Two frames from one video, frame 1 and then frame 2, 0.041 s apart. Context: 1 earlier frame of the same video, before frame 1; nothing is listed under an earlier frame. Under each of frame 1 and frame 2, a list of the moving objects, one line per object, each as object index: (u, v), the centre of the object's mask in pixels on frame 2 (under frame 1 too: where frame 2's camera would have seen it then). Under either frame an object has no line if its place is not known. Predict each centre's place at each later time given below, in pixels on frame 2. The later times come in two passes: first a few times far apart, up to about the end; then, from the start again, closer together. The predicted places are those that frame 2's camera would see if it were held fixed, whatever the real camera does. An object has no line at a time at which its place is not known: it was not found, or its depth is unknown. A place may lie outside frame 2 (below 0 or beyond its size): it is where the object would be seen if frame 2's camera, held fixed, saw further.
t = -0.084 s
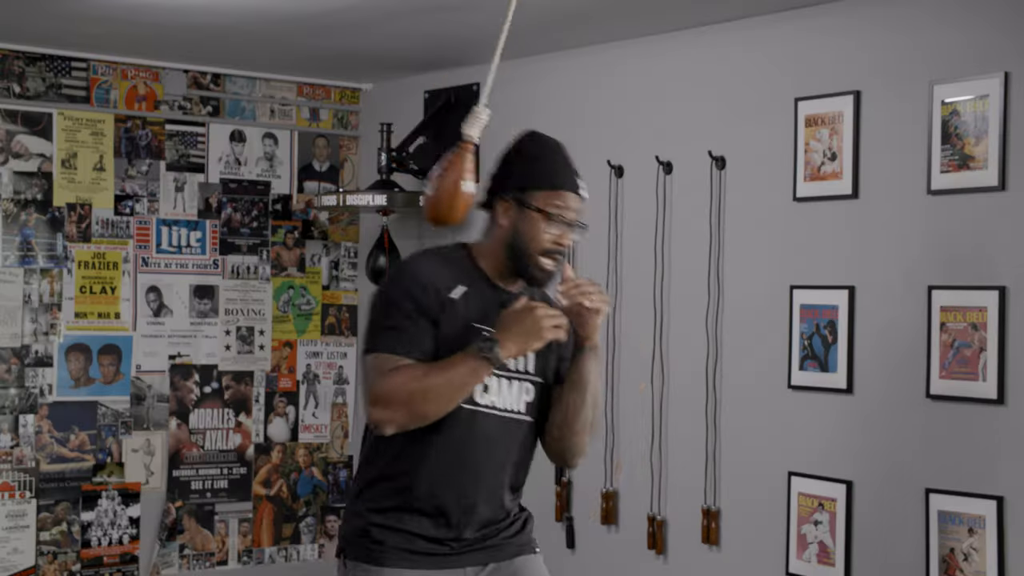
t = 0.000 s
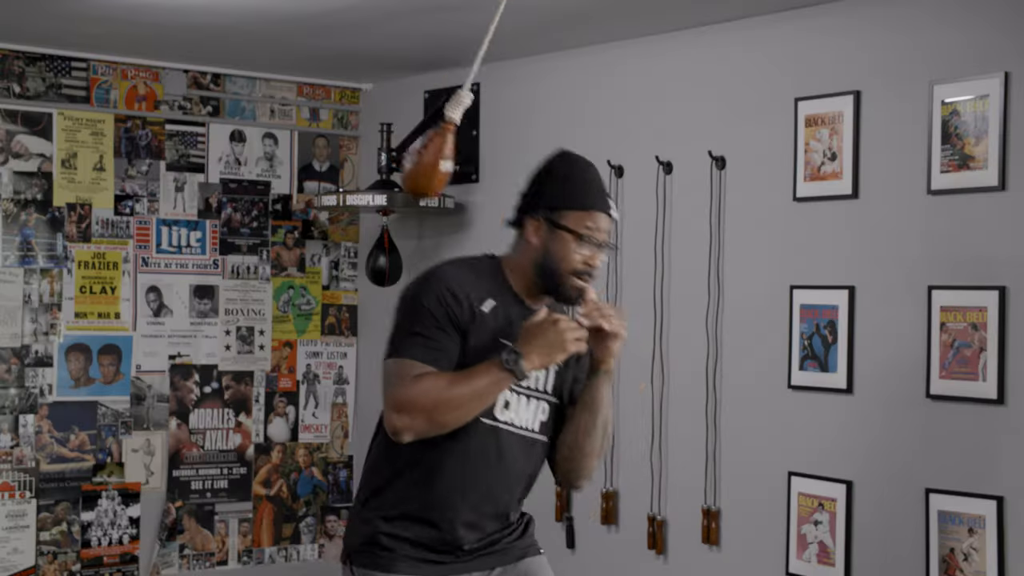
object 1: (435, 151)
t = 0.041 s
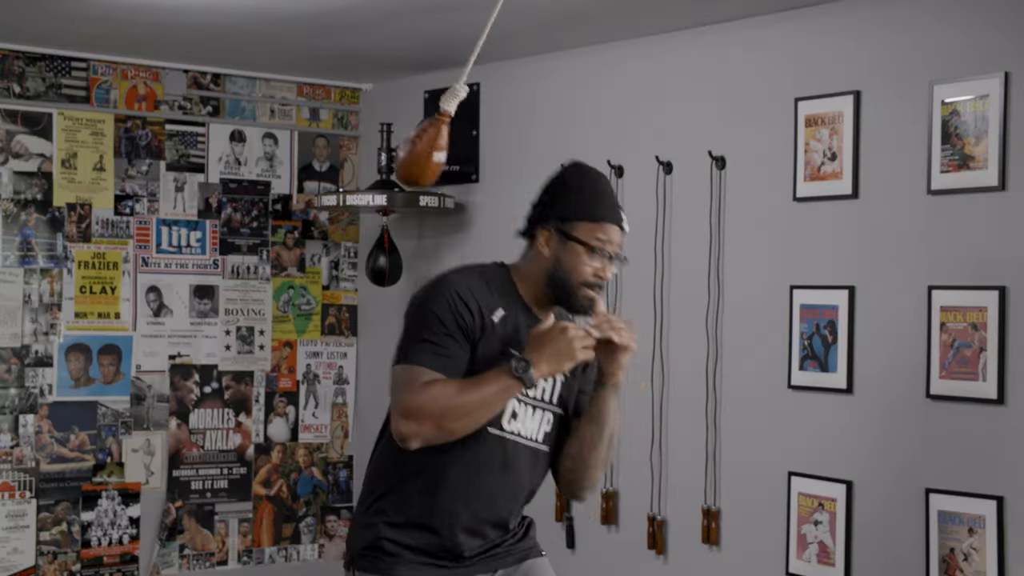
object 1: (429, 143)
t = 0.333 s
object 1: (444, 153)
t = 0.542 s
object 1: (520, 203)
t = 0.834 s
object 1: (641, 136)
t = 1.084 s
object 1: (643, 123)
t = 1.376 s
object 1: (531, 204)
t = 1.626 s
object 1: (447, 162)
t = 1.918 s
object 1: (447, 153)
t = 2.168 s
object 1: (523, 204)
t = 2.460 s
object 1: (626, 146)
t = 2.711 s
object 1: (627, 135)
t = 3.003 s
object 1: (528, 204)
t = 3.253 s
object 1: (458, 167)
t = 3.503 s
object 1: (455, 154)
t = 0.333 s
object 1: (444, 153)
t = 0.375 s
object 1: (453, 165)
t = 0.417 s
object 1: (467, 177)
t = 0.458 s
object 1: (482, 190)
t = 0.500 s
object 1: (501, 198)
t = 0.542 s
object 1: (520, 203)
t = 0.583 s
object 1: (540, 204)
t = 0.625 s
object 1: (562, 200)
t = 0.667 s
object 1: (582, 191)
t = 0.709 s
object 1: (601, 179)
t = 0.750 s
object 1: (616, 165)
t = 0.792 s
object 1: (632, 150)
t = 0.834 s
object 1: (641, 136)
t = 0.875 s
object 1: (649, 123)
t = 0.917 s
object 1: (653, 116)
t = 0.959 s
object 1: (655, 110)
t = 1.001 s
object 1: (655, 111)
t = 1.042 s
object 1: (651, 115)
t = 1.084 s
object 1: (643, 123)
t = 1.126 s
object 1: (633, 135)
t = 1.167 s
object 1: (622, 149)
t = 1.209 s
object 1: (606, 164)
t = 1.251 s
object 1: (589, 177)
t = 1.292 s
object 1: (571, 190)
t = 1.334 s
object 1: (549, 198)
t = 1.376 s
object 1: (531, 204)
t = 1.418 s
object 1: (511, 204)
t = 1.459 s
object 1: (493, 201)
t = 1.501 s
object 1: (479, 192)
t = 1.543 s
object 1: (466, 182)
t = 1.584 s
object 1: (456, 173)
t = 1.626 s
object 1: (447, 162)
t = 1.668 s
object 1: (441, 153)
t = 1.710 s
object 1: (438, 147)
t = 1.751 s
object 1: (436, 143)
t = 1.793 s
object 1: (436, 141)
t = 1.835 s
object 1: (438, 142)
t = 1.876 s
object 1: (442, 146)
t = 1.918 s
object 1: (447, 153)
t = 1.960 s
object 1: (456, 161)
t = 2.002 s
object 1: (465, 170)
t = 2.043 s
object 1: (477, 182)
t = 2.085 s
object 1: (490, 192)
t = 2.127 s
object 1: (506, 199)
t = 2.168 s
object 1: (523, 204)
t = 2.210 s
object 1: (541, 205)
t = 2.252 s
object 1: (559, 201)
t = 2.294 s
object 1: (576, 194)
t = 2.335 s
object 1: (591, 183)
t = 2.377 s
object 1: (605, 173)
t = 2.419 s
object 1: (616, 158)
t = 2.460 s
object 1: (626, 146)
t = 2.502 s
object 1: (632, 135)
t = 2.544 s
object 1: (637, 128)
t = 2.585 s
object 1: (638, 123)
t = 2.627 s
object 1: (636, 122)
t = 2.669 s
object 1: (633, 127)
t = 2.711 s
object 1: (627, 135)
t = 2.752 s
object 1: (617, 146)
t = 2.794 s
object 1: (605, 157)
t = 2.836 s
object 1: (592, 170)
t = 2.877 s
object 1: (578, 182)
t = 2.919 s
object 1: (562, 193)
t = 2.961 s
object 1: (544, 200)
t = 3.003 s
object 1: (528, 204)
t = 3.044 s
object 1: (512, 204)
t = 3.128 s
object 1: (483, 194)
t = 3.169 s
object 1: (472, 185)
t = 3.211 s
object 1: (465, 175)
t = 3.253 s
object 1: (458, 167)
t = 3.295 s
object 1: (453, 160)
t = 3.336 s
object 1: (450, 153)
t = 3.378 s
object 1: (449, 150)
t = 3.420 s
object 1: (450, 149)
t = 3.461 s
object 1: (452, 150)
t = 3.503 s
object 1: (455, 154)
